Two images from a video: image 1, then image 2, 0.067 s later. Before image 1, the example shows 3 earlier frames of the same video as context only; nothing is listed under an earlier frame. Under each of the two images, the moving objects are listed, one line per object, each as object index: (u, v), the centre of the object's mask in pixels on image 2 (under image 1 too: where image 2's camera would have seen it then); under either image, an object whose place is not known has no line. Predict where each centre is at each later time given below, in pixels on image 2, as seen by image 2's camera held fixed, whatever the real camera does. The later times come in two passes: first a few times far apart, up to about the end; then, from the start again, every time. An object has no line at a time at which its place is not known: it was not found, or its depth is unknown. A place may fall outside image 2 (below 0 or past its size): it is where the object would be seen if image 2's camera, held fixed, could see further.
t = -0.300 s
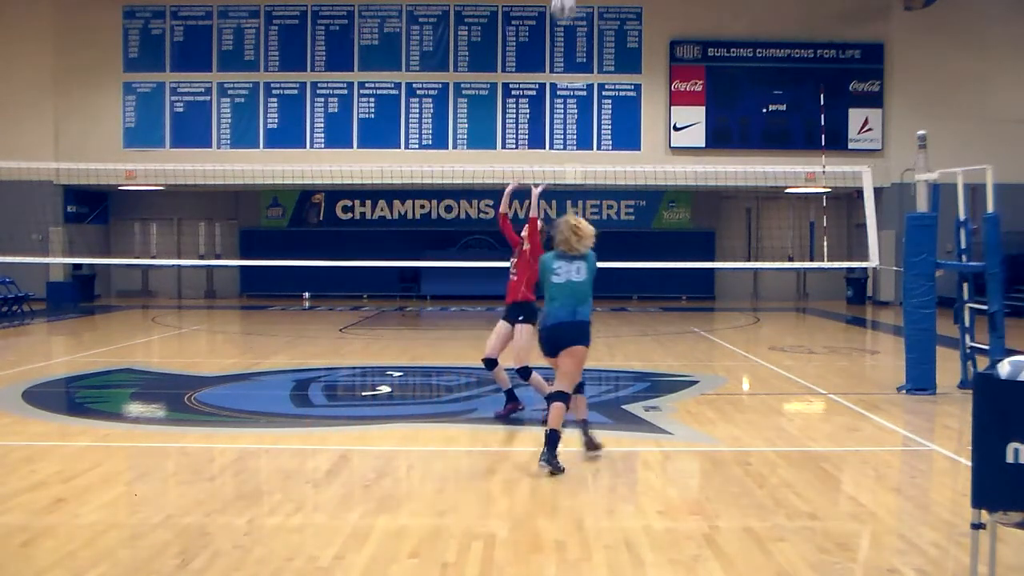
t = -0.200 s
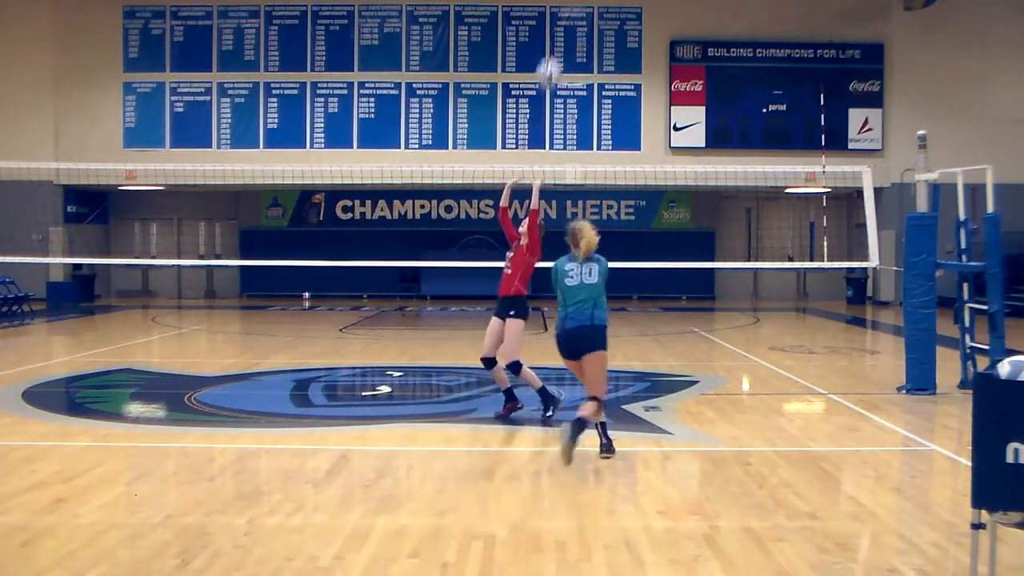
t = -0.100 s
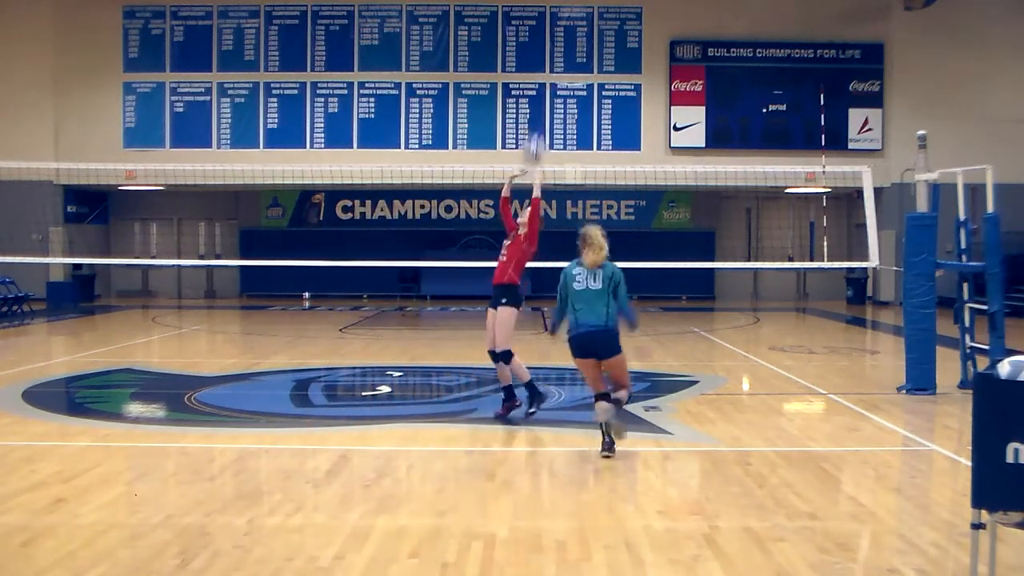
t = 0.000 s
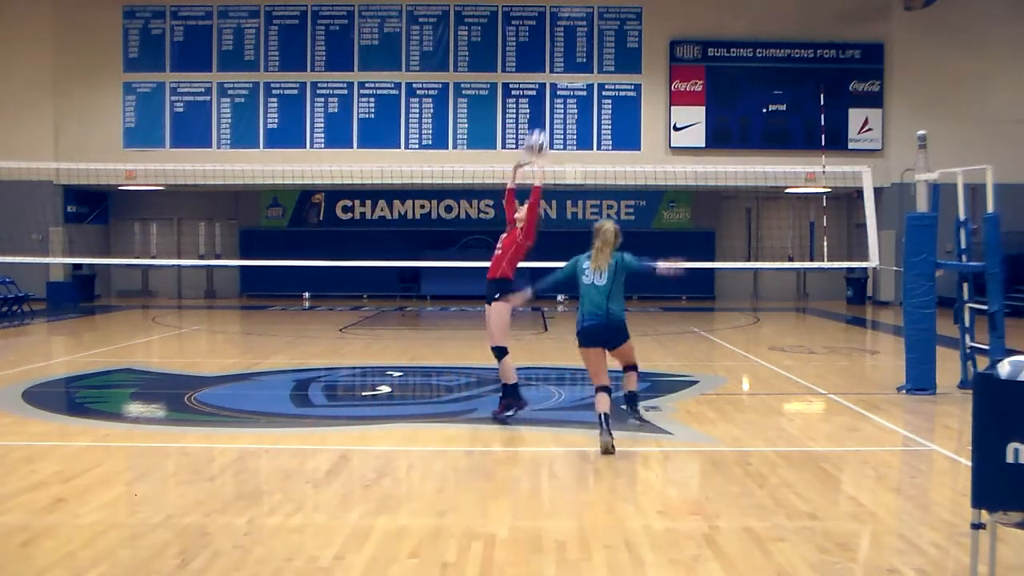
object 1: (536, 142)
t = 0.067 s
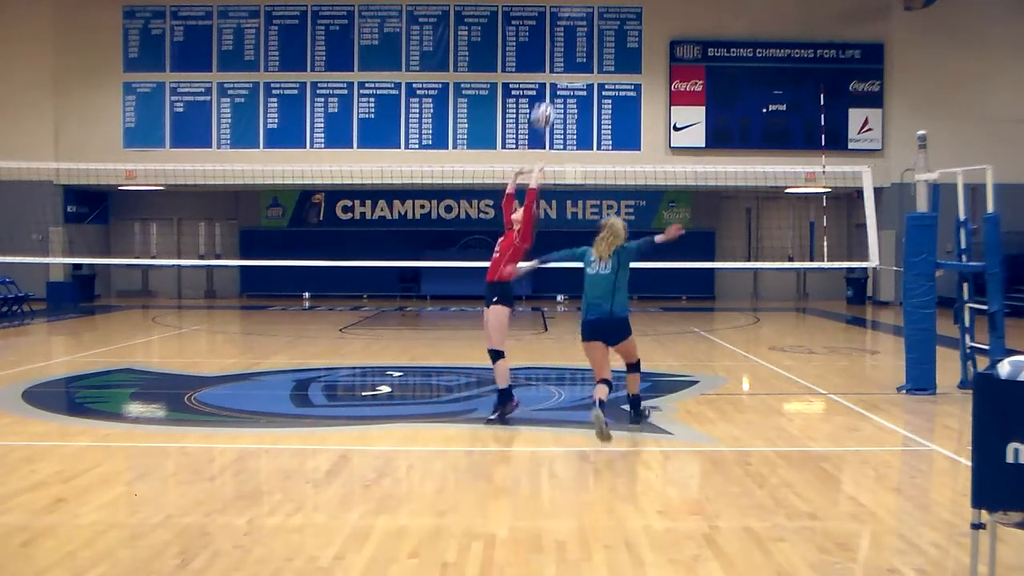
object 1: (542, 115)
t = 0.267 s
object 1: (563, 62)
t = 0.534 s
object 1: (591, 62)
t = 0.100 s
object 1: (546, 102)
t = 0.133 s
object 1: (550, 92)
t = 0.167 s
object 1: (553, 83)
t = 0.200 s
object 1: (557, 75)
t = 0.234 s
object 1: (561, 67)
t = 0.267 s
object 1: (563, 62)
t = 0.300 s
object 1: (567, 57)
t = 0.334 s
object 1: (571, 54)
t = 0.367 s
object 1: (574, 53)
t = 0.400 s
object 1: (578, 52)
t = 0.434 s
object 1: (581, 52)
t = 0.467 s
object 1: (584, 54)
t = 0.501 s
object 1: (588, 57)
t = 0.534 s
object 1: (591, 62)
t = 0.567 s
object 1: (594, 66)
